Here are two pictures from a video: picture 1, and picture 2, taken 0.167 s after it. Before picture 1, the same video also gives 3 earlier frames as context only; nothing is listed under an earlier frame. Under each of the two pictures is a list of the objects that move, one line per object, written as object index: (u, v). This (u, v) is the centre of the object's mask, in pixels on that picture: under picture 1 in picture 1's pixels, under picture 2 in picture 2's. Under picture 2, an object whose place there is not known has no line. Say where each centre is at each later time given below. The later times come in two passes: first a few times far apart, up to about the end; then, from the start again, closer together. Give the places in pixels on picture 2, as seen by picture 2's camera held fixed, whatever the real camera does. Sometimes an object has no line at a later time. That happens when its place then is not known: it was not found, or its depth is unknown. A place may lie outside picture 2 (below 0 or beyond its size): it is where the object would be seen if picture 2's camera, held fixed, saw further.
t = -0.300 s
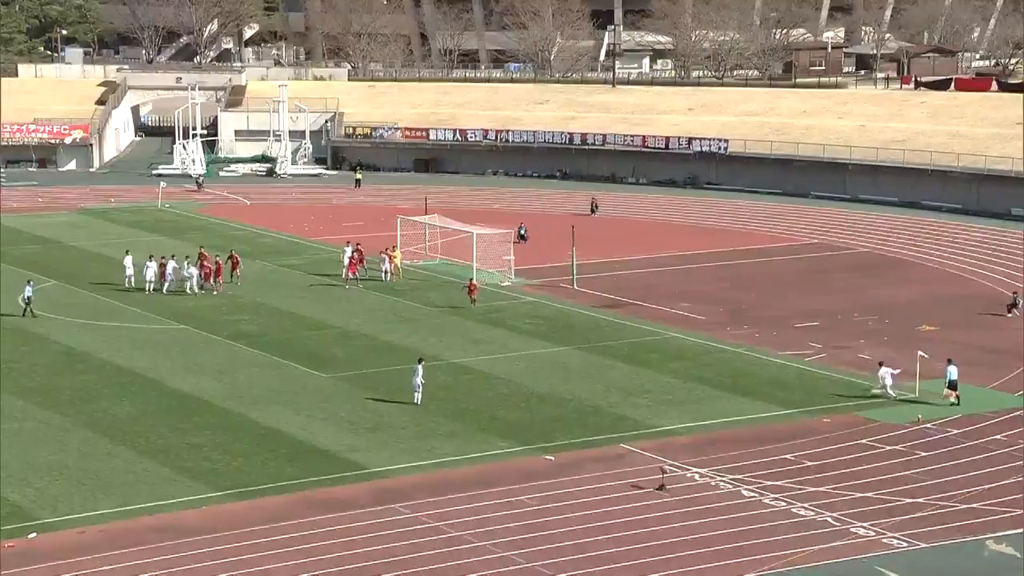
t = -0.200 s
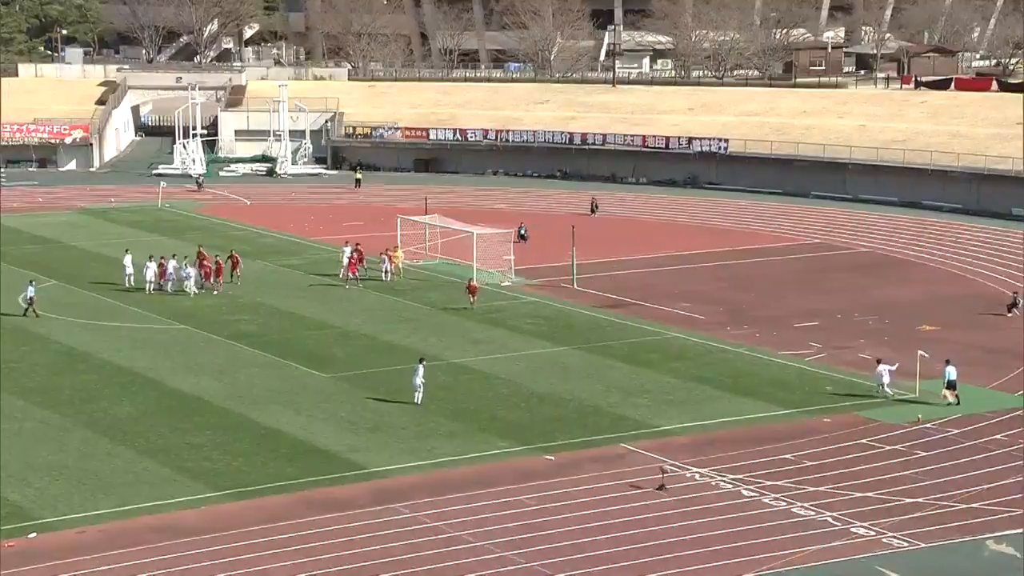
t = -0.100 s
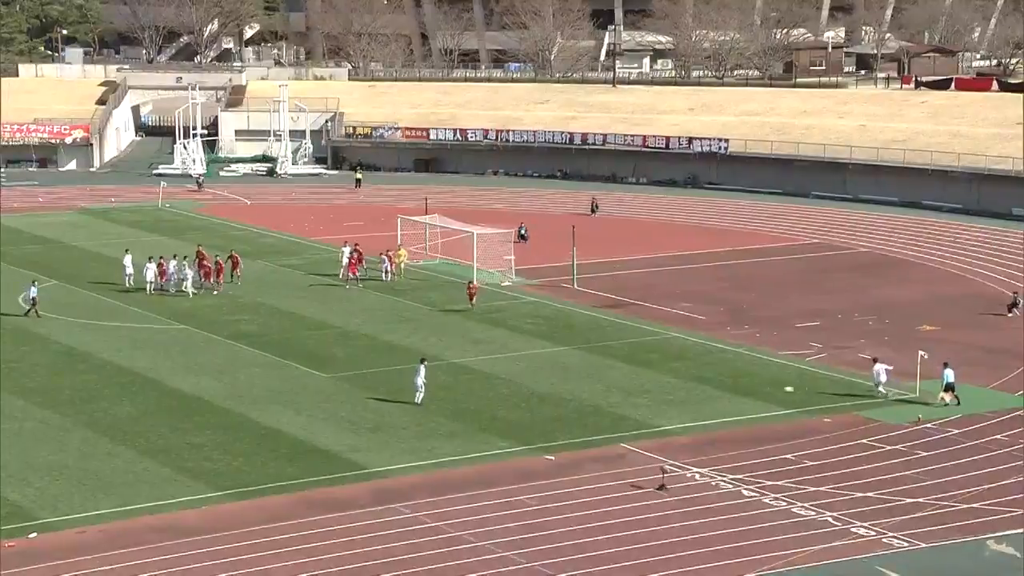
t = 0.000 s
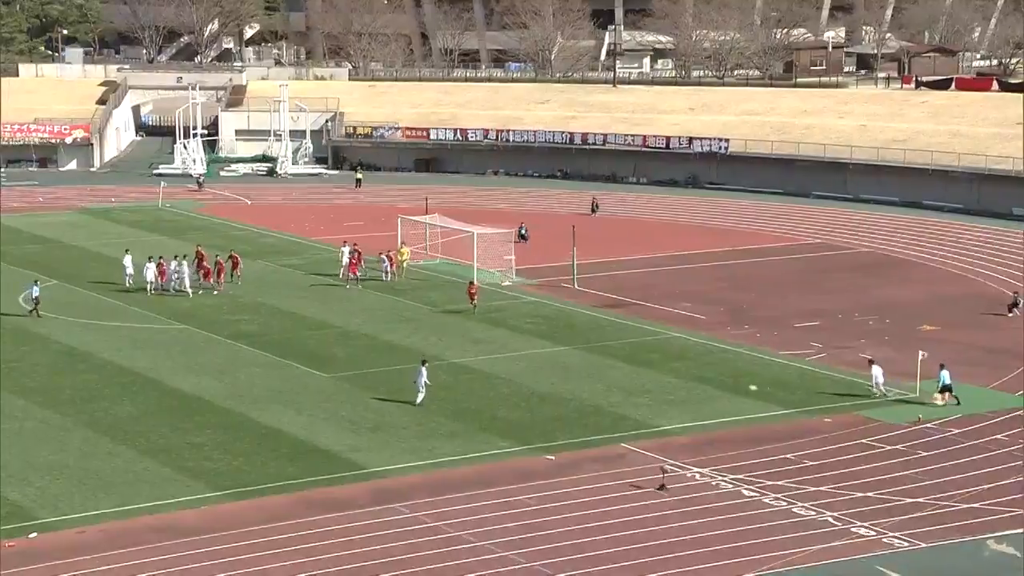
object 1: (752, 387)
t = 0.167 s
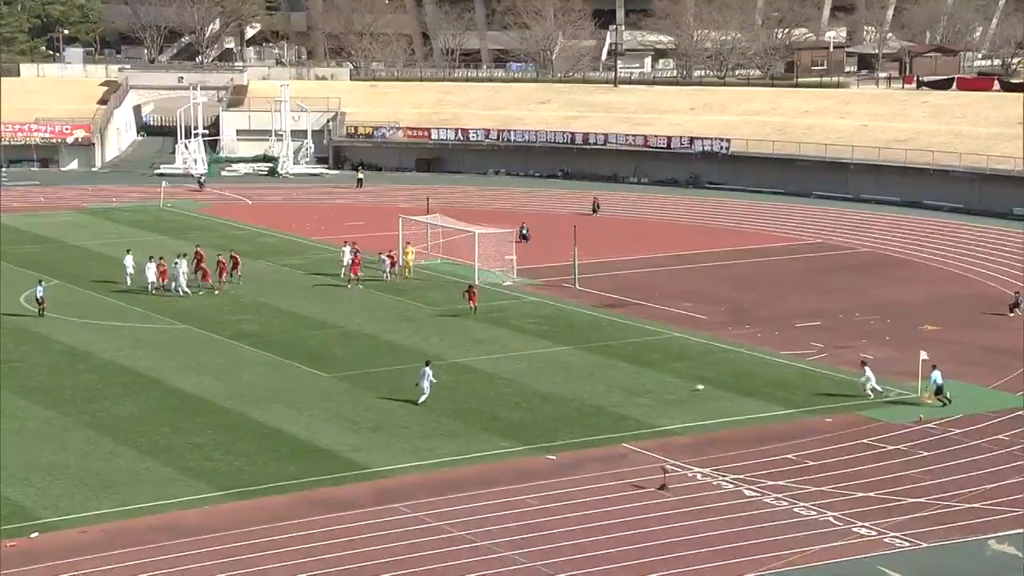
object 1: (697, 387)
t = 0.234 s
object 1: (678, 387)
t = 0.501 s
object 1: (612, 388)
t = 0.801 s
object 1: (554, 388)
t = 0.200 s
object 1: (688, 387)
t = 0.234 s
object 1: (678, 387)
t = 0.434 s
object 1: (628, 387)
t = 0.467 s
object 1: (619, 388)
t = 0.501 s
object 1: (612, 388)
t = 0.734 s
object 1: (566, 389)
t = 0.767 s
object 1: (561, 388)
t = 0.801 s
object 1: (554, 388)
